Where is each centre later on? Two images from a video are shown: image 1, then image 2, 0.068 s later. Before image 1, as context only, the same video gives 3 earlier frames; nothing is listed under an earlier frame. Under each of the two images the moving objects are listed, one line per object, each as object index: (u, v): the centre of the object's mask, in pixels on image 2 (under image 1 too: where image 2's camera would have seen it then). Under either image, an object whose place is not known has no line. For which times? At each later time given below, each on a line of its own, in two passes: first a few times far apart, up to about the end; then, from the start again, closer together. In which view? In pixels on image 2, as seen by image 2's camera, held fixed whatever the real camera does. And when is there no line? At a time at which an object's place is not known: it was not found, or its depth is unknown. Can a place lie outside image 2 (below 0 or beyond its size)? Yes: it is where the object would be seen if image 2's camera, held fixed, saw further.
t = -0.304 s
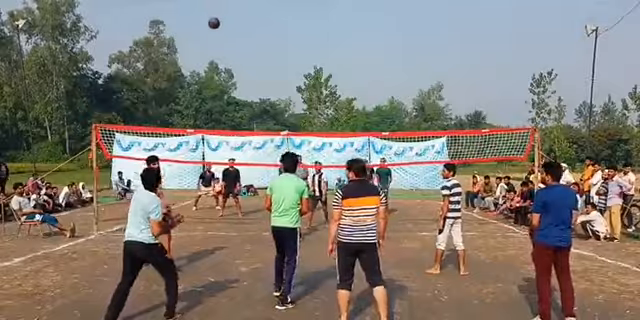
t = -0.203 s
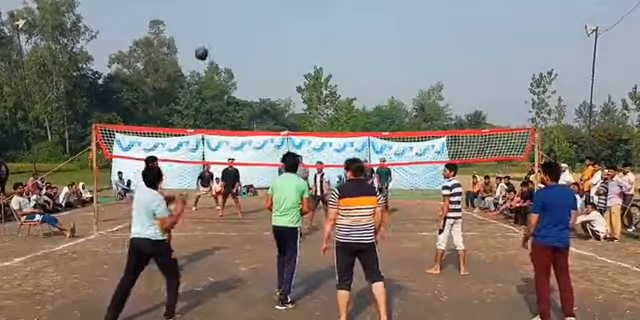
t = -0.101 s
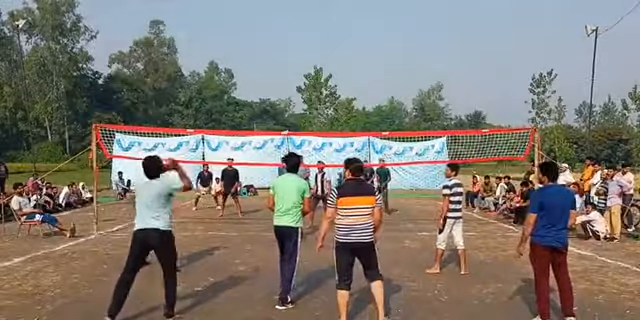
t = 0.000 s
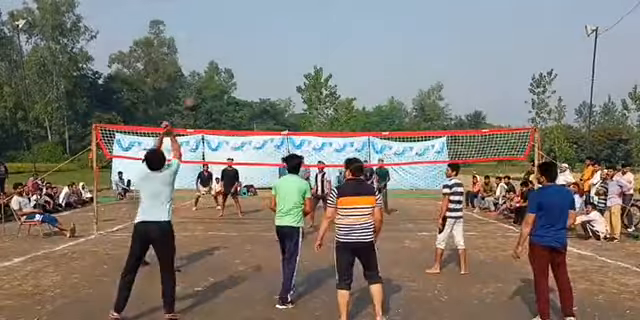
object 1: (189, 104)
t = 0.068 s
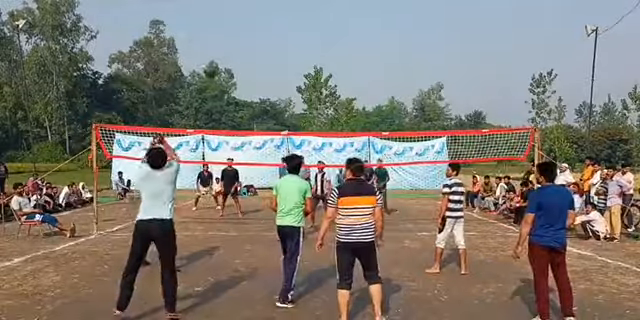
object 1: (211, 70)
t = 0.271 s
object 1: (254, 16)
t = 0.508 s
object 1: (287, 4)
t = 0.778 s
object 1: (314, 26)
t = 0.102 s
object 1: (219, 57)
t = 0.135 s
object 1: (227, 46)
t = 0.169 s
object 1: (234, 37)
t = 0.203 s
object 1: (241, 28)
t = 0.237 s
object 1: (248, 21)
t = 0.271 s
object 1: (254, 16)
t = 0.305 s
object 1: (260, 12)
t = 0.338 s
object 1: (265, 9)
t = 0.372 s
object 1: (270, 6)
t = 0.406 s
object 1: (274, 4)
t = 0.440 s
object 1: (279, 4)
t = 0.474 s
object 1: (284, 4)
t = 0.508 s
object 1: (287, 4)
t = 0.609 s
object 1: (299, 9)
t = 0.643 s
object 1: (302, 11)
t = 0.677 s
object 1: (305, 14)
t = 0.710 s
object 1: (309, 17)
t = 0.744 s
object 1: (311, 22)
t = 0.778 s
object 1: (314, 26)
